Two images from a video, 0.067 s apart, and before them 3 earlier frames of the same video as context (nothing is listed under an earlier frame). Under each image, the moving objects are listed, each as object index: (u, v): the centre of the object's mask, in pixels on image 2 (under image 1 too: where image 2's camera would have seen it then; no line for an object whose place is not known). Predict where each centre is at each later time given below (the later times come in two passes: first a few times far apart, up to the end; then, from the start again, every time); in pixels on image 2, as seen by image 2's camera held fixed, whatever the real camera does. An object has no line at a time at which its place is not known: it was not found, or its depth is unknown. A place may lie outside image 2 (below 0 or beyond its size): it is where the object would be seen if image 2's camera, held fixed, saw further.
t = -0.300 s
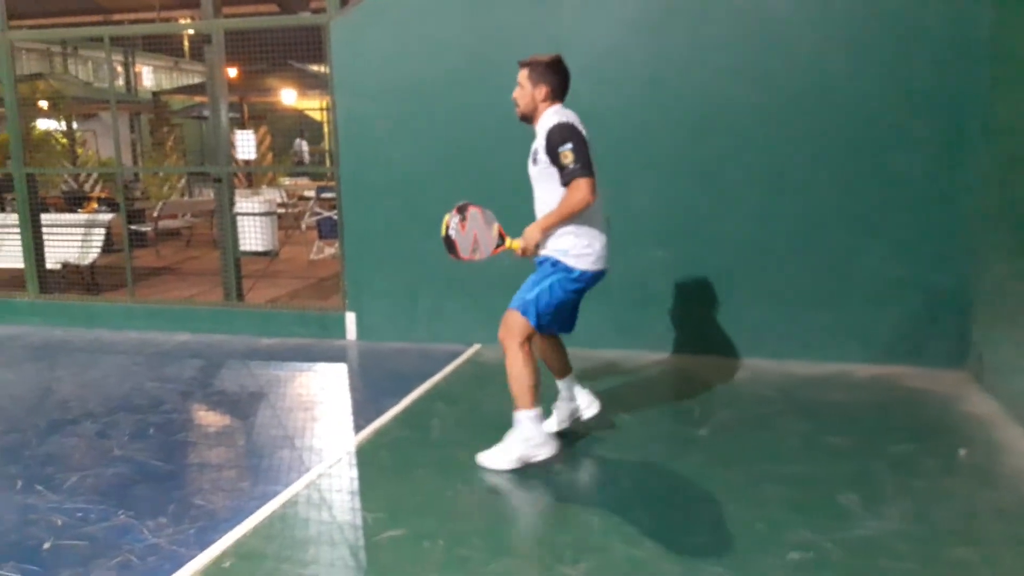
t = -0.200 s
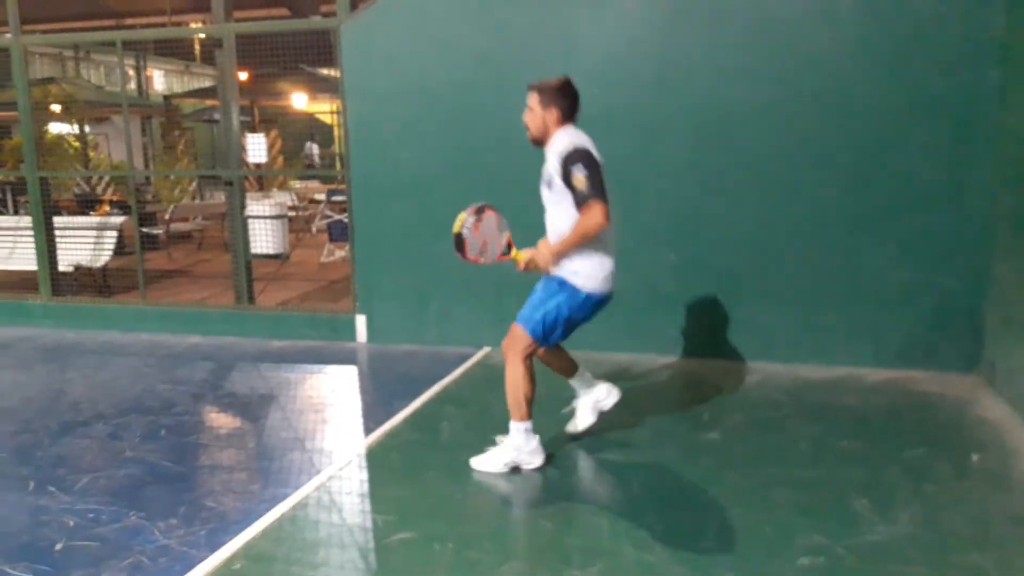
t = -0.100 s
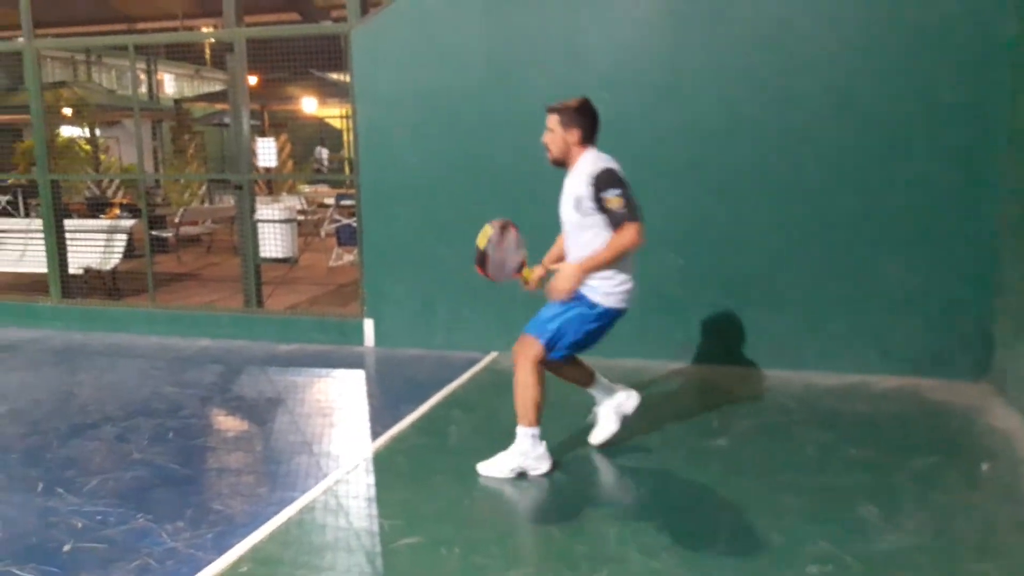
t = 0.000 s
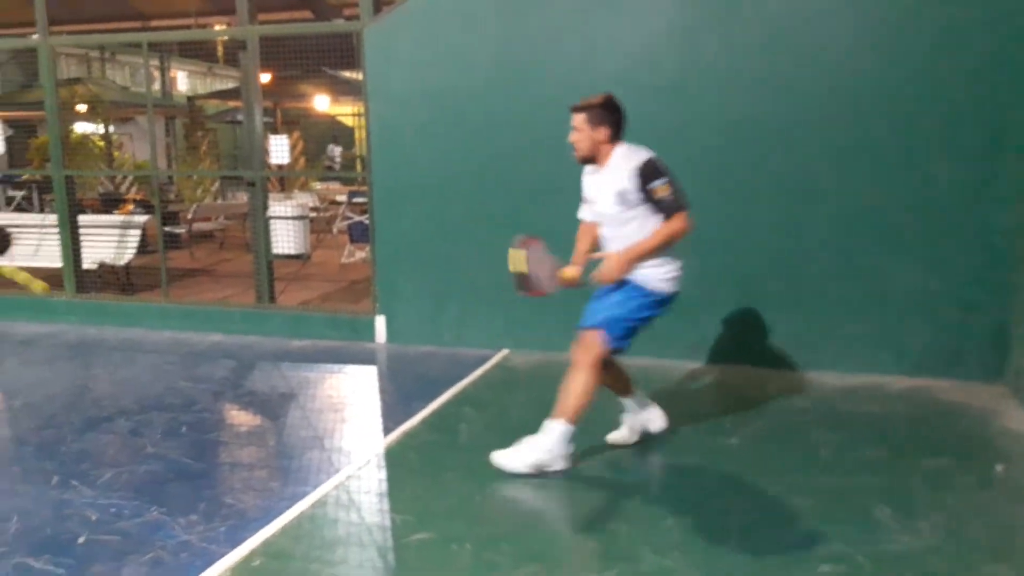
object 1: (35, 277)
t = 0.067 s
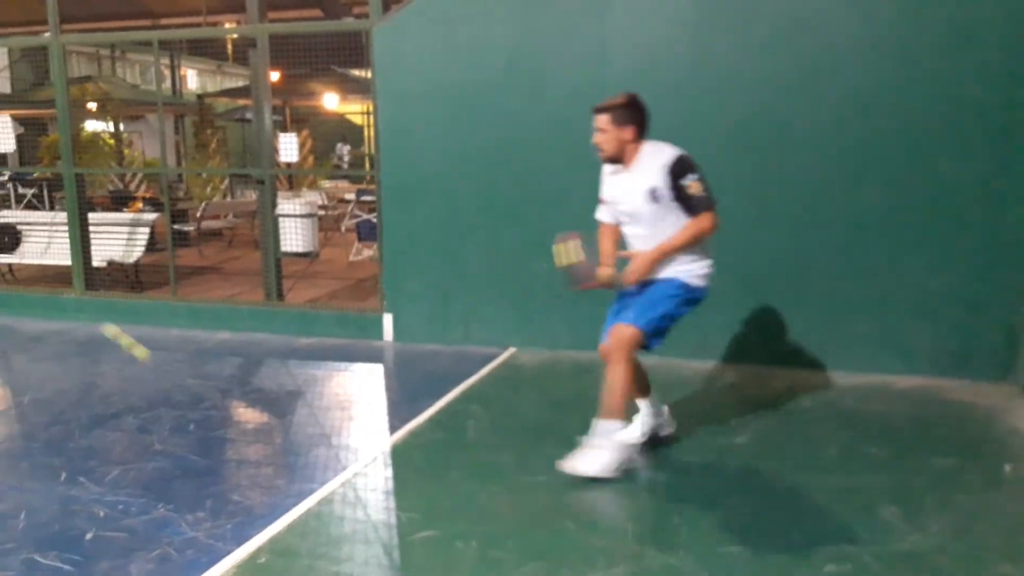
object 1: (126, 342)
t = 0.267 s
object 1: (339, 363)
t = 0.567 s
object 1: (617, 257)
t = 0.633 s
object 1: (693, 262)
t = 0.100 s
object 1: (174, 380)
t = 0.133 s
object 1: (223, 421)
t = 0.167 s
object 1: (264, 432)
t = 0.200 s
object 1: (287, 408)
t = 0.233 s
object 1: (313, 385)
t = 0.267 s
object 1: (339, 363)
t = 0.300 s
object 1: (365, 343)
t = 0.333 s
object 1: (396, 323)
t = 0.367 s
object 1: (424, 308)
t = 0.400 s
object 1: (453, 294)
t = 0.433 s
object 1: (483, 282)
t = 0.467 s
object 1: (515, 272)
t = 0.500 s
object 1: (549, 264)
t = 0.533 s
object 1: (582, 260)
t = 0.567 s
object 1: (617, 257)
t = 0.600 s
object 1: (655, 258)
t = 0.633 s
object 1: (693, 262)
